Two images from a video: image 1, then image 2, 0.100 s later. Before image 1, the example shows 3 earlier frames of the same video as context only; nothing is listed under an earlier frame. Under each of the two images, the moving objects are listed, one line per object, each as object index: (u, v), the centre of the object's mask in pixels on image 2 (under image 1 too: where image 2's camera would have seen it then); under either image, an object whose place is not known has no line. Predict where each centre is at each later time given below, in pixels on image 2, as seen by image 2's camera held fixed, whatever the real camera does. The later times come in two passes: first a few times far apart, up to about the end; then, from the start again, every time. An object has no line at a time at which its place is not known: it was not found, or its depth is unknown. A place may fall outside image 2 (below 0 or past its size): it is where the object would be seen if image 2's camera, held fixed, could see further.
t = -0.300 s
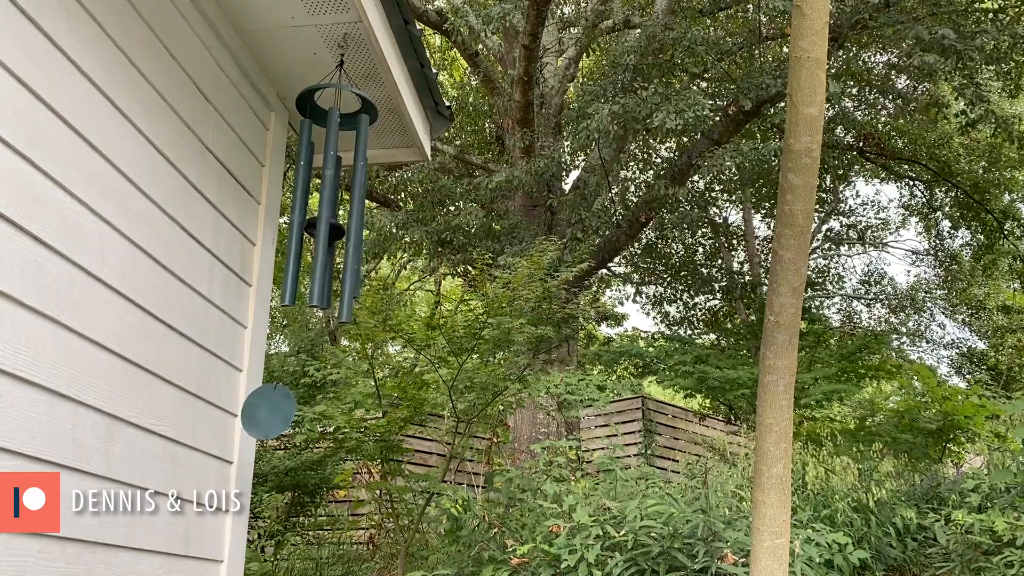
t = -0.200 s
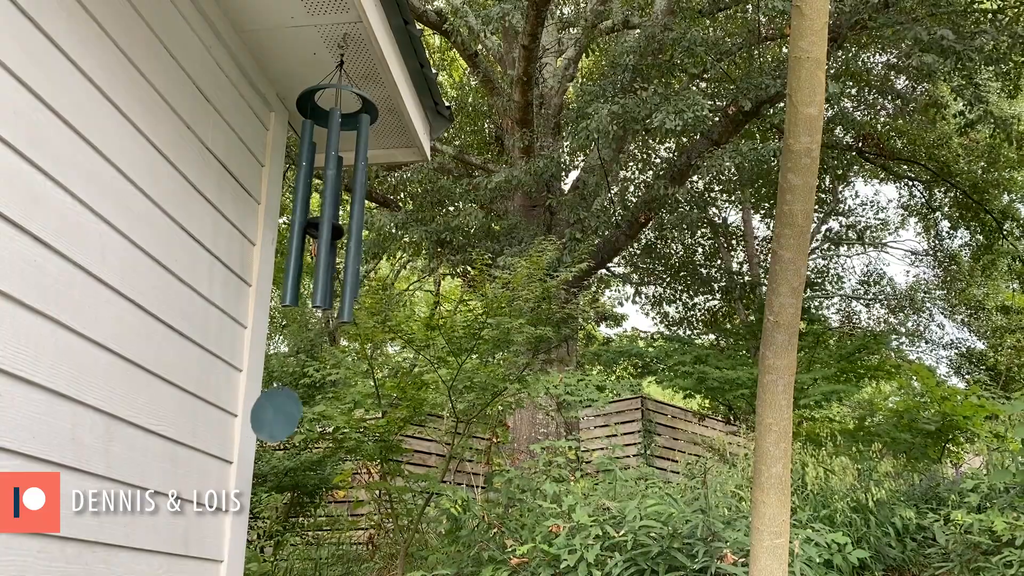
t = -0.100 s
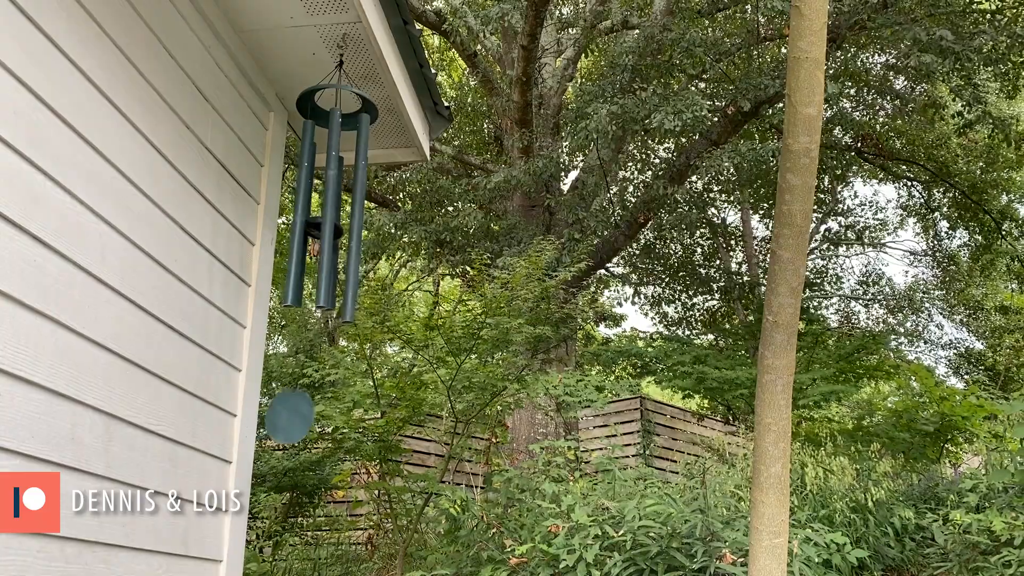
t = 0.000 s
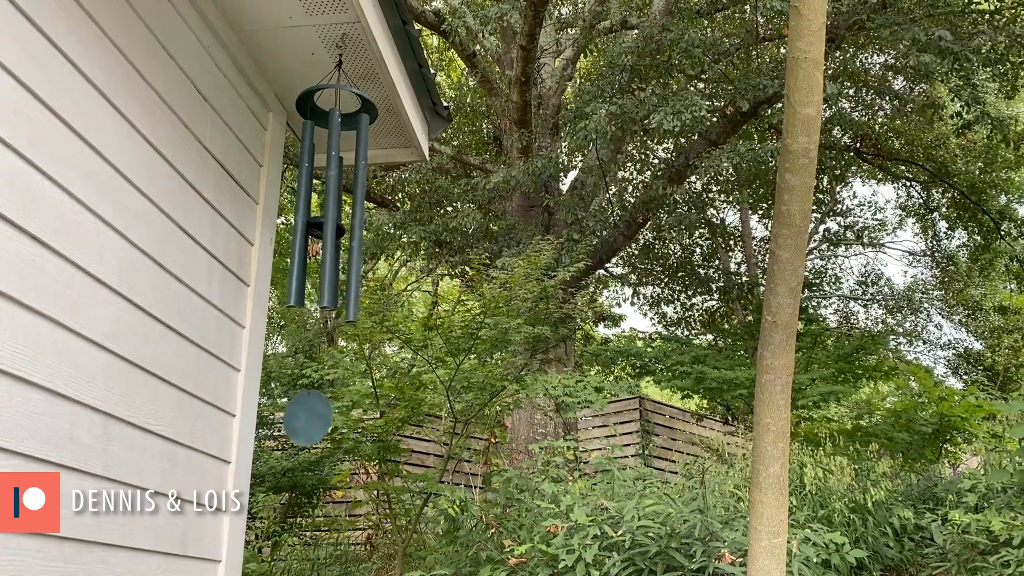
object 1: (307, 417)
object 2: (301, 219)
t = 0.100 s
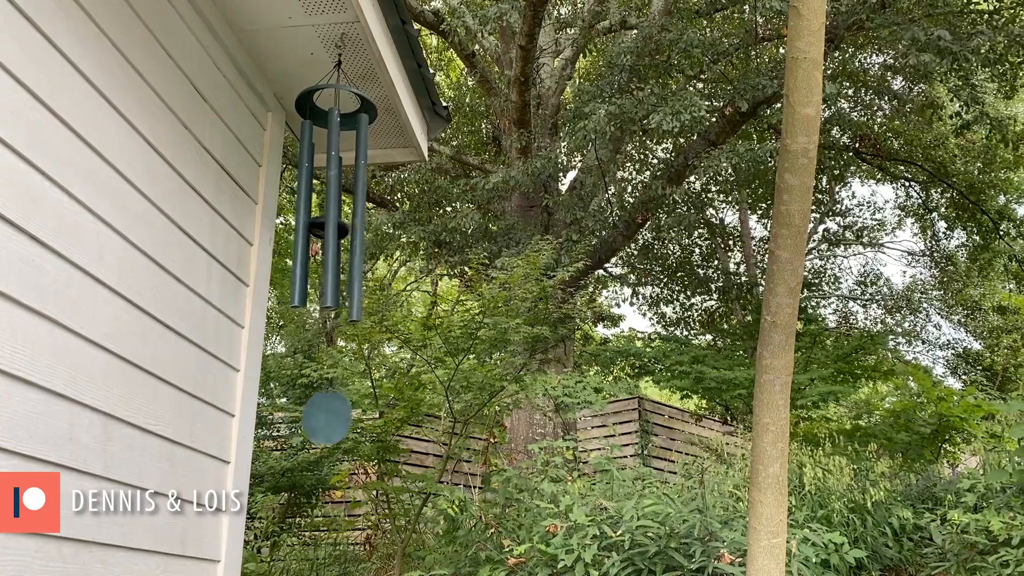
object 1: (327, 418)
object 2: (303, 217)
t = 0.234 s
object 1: (351, 415)
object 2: (305, 215)
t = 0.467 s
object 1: (368, 411)
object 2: (306, 217)
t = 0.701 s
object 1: (346, 412)
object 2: (304, 216)
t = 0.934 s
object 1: (301, 413)
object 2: (299, 219)
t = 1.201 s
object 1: (267, 412)
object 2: (297, 219)
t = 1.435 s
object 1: (278, 415)
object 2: (297, 224)
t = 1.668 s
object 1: (318, 418)
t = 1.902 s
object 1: (354, 414)
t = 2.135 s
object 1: (358, 412)
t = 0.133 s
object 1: (333, 417)
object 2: (303, 217)
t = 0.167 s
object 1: (339, 416)
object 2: (304, 215)
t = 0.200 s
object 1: (345, 416)
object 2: (305, 215)
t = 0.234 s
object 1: (351, 415)
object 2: (305, 215)
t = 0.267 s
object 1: (355, 415)
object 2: (305, 215)
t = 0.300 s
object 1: (359, 414)
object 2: (306, 215)
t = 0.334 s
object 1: (363, 413)
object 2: (306, 215)
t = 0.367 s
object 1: (365, 413)
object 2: (306, 216)
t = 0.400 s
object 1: (367, 412)
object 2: (306, 216)
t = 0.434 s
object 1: (368, 411)
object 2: (306, 216)
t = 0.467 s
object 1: (368, 411)
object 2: (306, 217)
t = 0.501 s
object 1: (367, 410)
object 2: (306, 217)
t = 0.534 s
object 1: (366, 410)
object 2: (306, 218)
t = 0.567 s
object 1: (363, 410)
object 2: (306, 217)
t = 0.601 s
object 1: (361, 410)
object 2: (305, 217)
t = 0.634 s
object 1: (356, 411)
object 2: (305, 216)
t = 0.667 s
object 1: (351, 411)
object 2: (304, 216)
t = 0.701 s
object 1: (346, 412)
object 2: (304, 216)
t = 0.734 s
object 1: (339, 412)
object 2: (303, 215)
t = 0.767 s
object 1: (334, 413)
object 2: (302, 215)
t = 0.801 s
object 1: (327, 413)
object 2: (301, 216)
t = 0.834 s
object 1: (321, 413)
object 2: (301, 217)
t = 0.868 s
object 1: (314, 414)
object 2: (300, 217)
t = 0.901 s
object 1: (308, 414)
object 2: (300, 218)
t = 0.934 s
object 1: (301, 413)
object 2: (299, 219)
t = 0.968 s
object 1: (295, 413)
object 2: (299, 219)
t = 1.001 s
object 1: (289, 413)
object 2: (298, 219)
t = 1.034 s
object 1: (284, 413)
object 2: (298, 219)
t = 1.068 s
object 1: (279, 413)
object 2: (298, 220)
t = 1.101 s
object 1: (275, 413)
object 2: (298, 220)
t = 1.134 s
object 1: (272, 413)
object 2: (297, 220)
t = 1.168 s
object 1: (269, 412)
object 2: (297, 219)
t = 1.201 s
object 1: (267, 412)
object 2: (297, 219)
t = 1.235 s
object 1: (266, 412)
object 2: (297, 219)
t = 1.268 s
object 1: (266, 413)
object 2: (297, 220)
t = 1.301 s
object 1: (267, 413)
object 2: (297, 220)
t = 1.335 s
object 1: (268, 413)
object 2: (297, 221)
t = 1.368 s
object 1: (271, 414)
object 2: (297, 222)
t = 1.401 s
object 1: (274, 414)
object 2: (297, 223)
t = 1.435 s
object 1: (278, 415)
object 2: (297, 224)
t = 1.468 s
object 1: (283, 416)
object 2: (298, 223)
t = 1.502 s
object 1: (287, 416)
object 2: (298, 223)
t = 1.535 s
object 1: (293, 417)
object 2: (299, 222)
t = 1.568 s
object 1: (299, 418)
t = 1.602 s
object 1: (305, 418)
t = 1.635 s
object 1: (312, 418)
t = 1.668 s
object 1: (318, 418)
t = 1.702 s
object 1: (324, 417)
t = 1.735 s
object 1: (330, 417)
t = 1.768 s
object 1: (336, 417)
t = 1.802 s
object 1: (341, 416)
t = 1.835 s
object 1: (346, 415)
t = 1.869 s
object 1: (350, 414)
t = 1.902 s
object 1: (354, 414)
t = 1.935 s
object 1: (356, 414)
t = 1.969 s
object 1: (359, 413)
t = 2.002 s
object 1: (360, 413)
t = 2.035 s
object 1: (360, 412)
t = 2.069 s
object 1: (360, 412)
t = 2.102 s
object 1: (359, 412)
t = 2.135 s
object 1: (358, 412)
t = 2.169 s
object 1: (356, 411)
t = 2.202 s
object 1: (353, 411)
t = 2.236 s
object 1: (349, 412)
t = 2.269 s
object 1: (344, 412)
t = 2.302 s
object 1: (340, 413)
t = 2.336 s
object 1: (334, 413)
